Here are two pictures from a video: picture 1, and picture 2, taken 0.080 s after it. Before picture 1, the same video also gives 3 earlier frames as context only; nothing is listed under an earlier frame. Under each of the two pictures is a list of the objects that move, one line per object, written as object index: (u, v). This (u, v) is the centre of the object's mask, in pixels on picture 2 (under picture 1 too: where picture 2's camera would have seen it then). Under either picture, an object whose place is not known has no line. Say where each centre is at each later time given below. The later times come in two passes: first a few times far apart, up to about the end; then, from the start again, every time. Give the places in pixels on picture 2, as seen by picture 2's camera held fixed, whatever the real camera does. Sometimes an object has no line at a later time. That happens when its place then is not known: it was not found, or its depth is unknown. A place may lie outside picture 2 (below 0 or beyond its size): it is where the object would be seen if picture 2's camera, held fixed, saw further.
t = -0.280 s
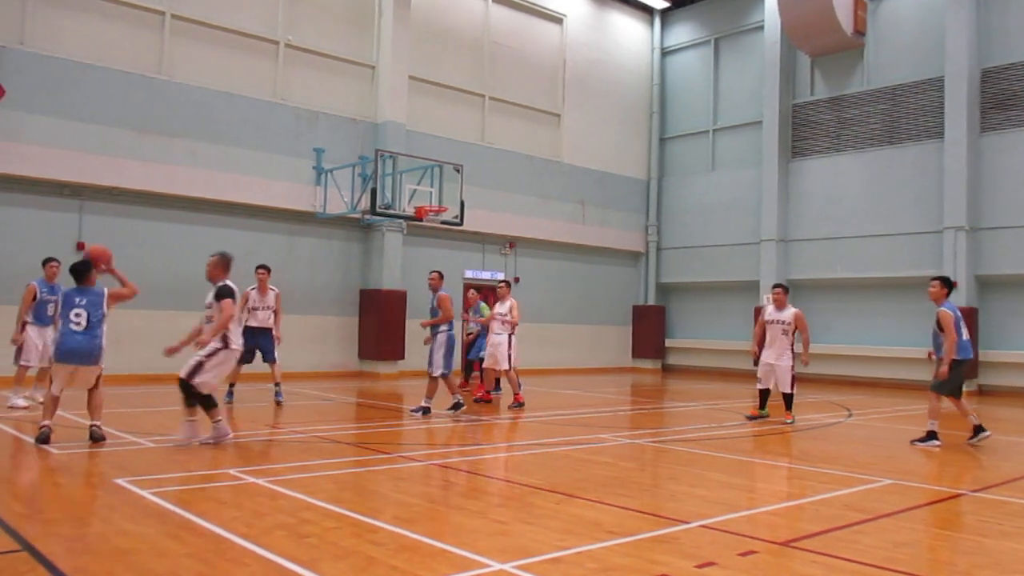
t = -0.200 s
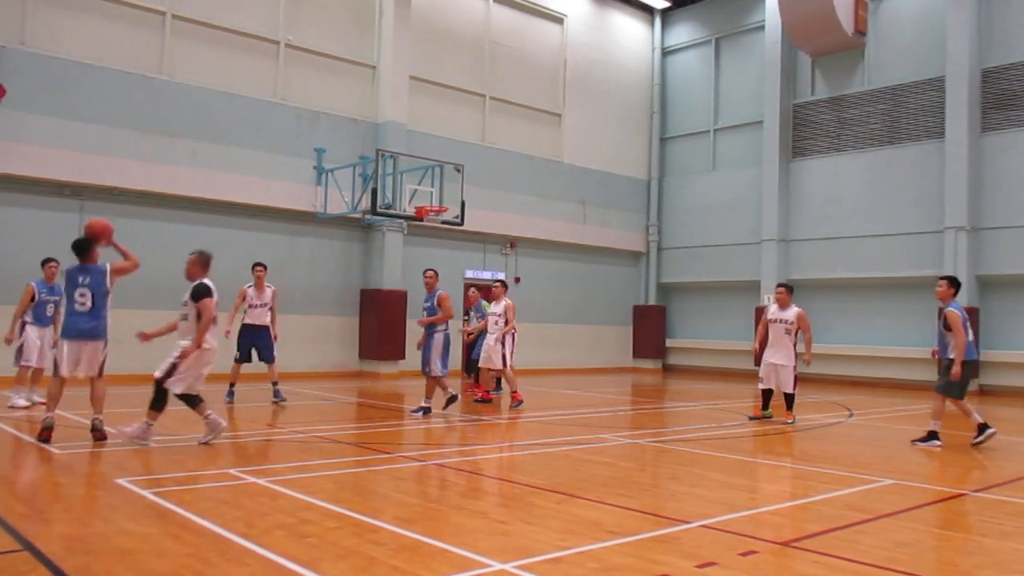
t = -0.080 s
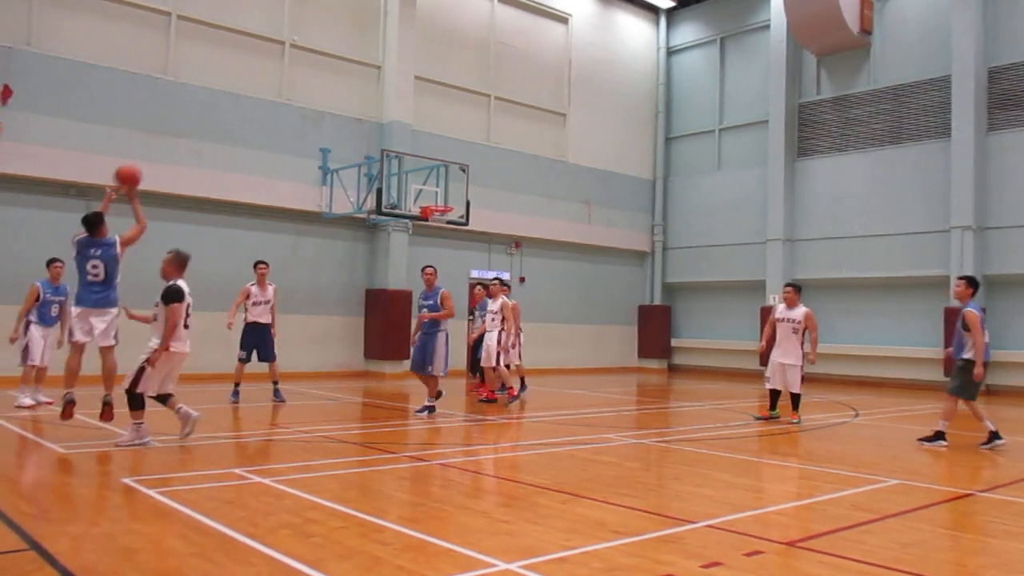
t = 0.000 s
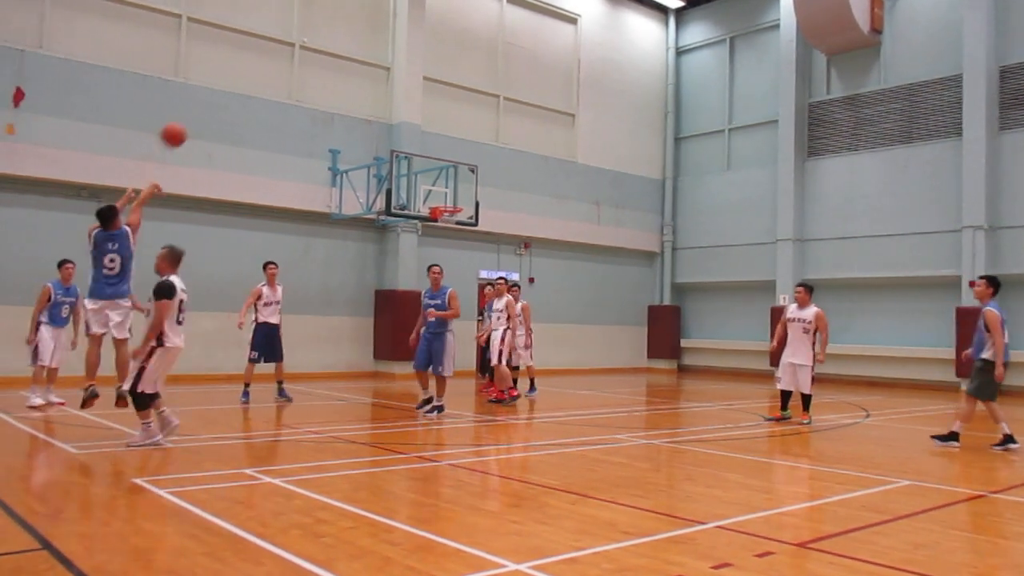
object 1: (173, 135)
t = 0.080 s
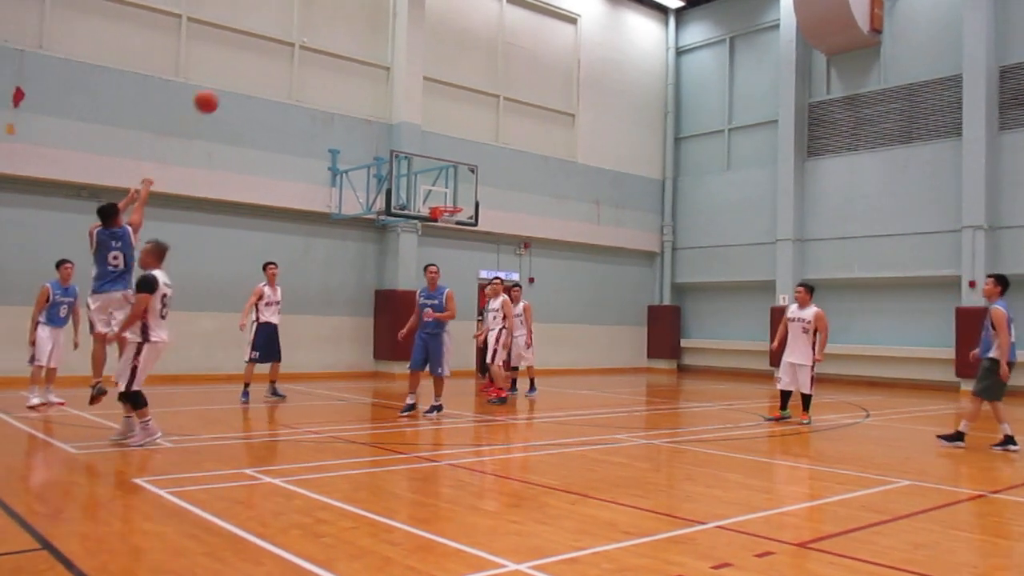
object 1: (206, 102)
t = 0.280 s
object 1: (274, 54)
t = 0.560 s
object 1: (346, 49)
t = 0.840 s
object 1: (399, 93)
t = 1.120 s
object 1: (440, 173)
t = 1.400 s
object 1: (458, 205)
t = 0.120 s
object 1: (221, 89)
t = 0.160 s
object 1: (236, 77)
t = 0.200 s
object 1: (249, 68)
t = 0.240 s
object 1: (262, 60)
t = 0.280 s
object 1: (274, 54)
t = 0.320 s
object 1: (286, 49)
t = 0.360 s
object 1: (297, 47)
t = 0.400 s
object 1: (308, 45)
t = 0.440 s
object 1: (318, 44)
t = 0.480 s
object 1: (327, 45)
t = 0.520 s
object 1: (337, 46)
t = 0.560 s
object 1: (346, 49)
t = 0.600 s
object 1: (354, 52)
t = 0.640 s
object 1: (363, 57)
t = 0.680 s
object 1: (370, 62)
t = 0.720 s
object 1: (378, 69)
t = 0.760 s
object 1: (385, 76)
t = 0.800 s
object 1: (393, 85)
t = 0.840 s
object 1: (399, 93)
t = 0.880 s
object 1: (406, 102)
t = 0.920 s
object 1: (412, 113)
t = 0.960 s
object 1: (418, 124)
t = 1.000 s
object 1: (424, 135)
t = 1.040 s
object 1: (430, 147)
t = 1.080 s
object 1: (435, 160)
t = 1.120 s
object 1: (440, 173)
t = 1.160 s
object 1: (445, 187)
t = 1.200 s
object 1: (450, 201)
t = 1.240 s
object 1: (452, 201)
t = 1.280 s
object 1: (453, 200)
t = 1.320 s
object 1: (455, 201)
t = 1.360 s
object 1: (456, 204)
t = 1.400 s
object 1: (458, 205)
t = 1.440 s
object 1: (460, 208)
